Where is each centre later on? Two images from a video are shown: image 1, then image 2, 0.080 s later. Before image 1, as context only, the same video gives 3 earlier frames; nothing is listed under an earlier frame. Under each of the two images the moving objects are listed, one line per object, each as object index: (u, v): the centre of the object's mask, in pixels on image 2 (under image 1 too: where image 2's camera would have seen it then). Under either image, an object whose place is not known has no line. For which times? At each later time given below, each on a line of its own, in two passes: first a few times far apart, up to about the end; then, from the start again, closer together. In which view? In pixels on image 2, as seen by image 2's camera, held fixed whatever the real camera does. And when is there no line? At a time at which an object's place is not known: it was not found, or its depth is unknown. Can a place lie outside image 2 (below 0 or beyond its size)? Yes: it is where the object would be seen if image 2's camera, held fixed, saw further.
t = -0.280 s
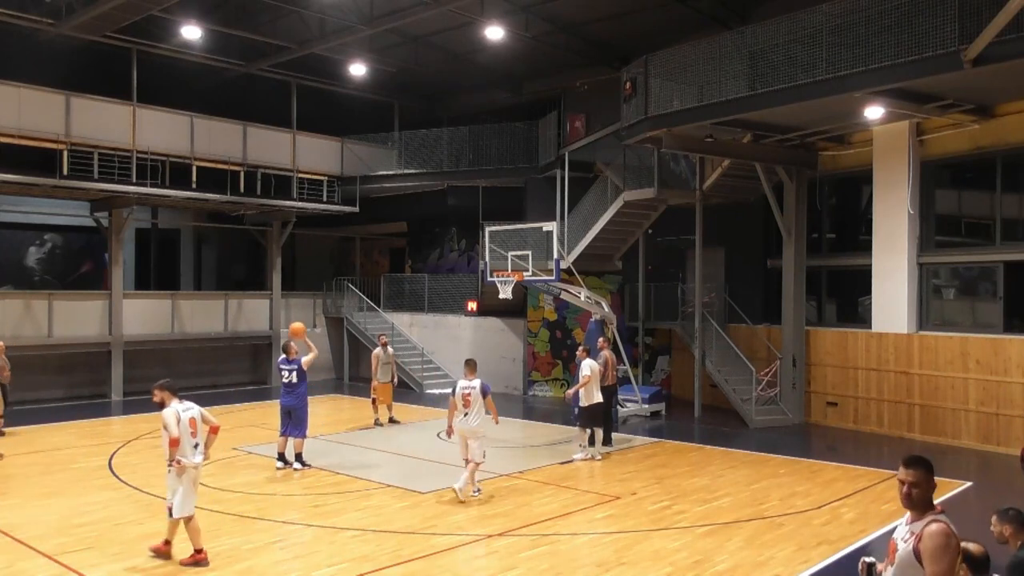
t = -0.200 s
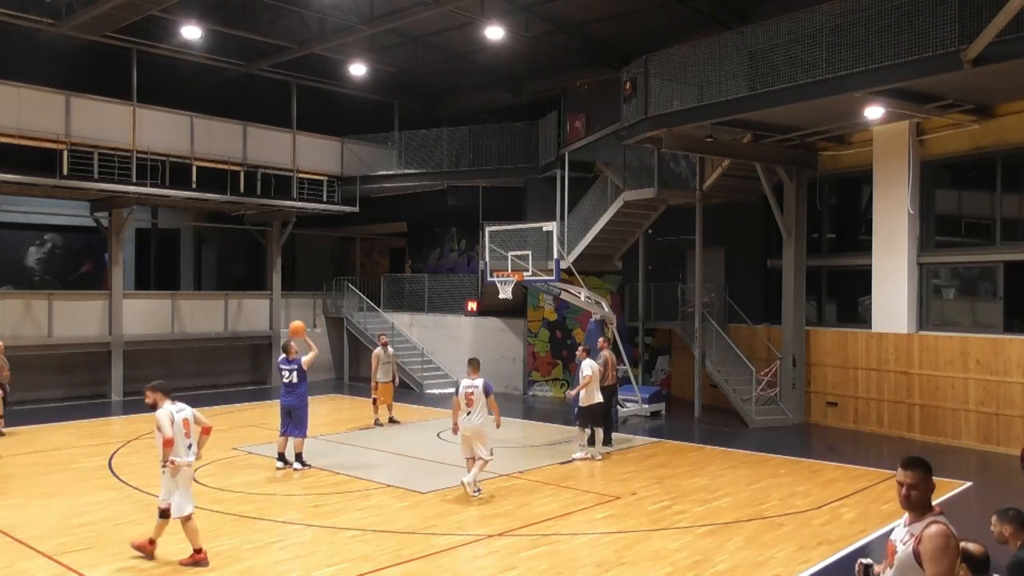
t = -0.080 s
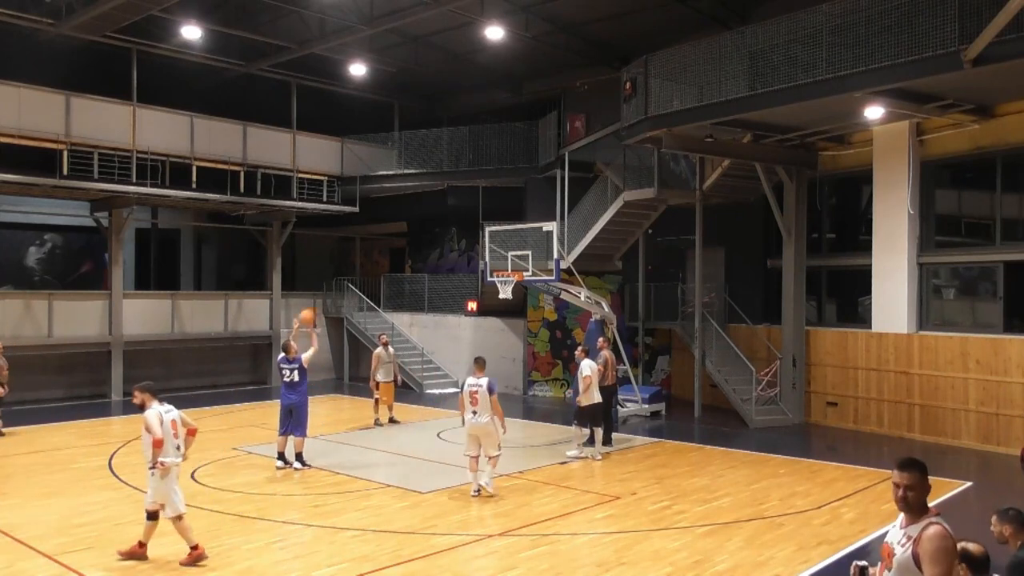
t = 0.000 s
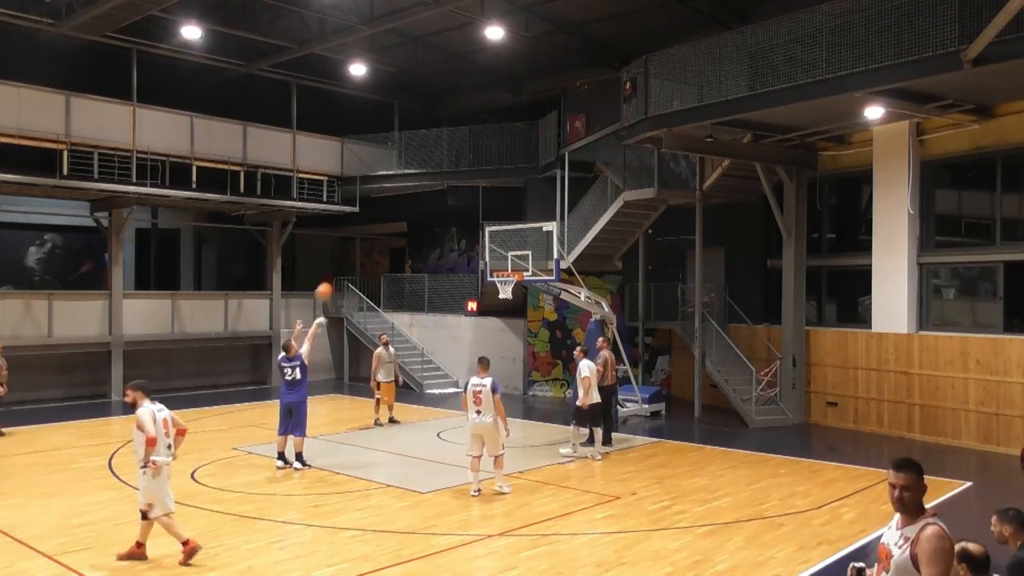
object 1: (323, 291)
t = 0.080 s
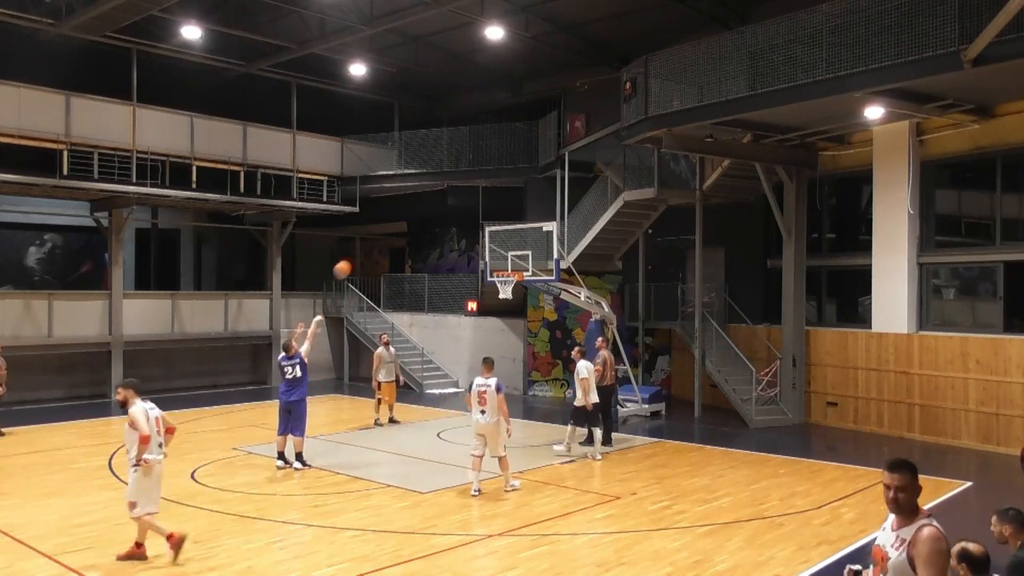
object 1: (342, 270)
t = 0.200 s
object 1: (368, 244)
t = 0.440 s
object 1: (418, 221)
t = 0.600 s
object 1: (447, 225)
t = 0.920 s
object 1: (499, 263)
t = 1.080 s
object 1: (510, 253)
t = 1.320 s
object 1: (513, 254)
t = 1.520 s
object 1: (505, 268)
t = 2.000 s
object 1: (512, 312)
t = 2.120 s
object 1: (513, 337)
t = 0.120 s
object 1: (351, 260)
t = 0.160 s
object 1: (360, 252)
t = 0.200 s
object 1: (368, 244)
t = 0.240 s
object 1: (377, 238)
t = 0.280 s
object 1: (386, 233)
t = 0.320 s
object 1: (394, 228)
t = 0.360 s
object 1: (402, 225)
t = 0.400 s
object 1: (410, 223)
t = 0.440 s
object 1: (418, 221)
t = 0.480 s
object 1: (425, 221)
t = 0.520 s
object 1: (433, 221)
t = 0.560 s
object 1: (440, 223)
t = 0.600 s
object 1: (447, 225)
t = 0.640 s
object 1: (454, 228)
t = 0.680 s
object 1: (460, 231)
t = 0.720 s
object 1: (468, 236)
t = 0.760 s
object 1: (475, 242)
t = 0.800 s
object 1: (481, 248)
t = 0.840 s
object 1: (489, 255)
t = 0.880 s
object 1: (495, 263)
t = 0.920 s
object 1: (499, 263)
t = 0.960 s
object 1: (501, 260)
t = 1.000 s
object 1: (505, 256)
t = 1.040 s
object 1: (507, 254)
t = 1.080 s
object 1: (510, 253)
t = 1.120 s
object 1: (512, 251)
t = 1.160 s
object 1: (515, 252)
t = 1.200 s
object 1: (517, 253)
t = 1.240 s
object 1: (516, 253)
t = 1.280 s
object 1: (515, 253)
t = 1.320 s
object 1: (513, 254)
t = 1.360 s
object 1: (511, 256)
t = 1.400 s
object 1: (509, 259)
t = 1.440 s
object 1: (507, 262)
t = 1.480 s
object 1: (505, 266)
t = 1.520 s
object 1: (505, 268)
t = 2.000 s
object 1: (512, 312)
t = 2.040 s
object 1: (512, 319)
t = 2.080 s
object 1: (513, 326)
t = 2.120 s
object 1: (513, 337)
